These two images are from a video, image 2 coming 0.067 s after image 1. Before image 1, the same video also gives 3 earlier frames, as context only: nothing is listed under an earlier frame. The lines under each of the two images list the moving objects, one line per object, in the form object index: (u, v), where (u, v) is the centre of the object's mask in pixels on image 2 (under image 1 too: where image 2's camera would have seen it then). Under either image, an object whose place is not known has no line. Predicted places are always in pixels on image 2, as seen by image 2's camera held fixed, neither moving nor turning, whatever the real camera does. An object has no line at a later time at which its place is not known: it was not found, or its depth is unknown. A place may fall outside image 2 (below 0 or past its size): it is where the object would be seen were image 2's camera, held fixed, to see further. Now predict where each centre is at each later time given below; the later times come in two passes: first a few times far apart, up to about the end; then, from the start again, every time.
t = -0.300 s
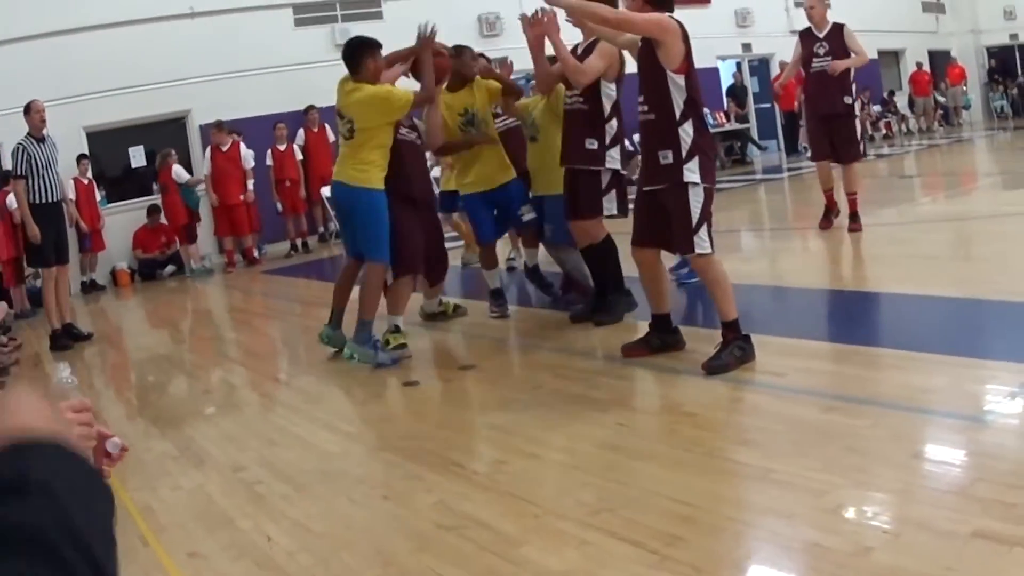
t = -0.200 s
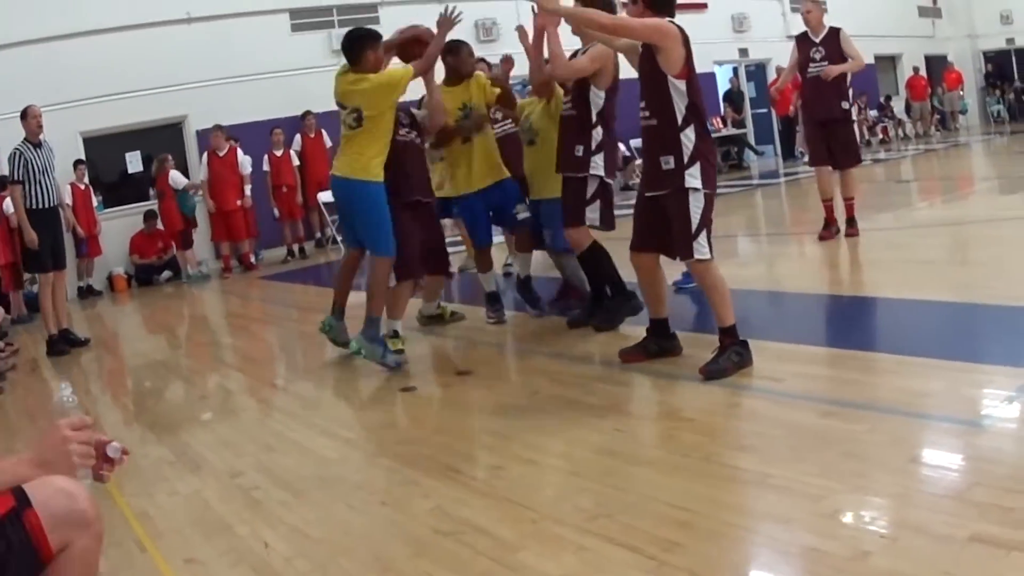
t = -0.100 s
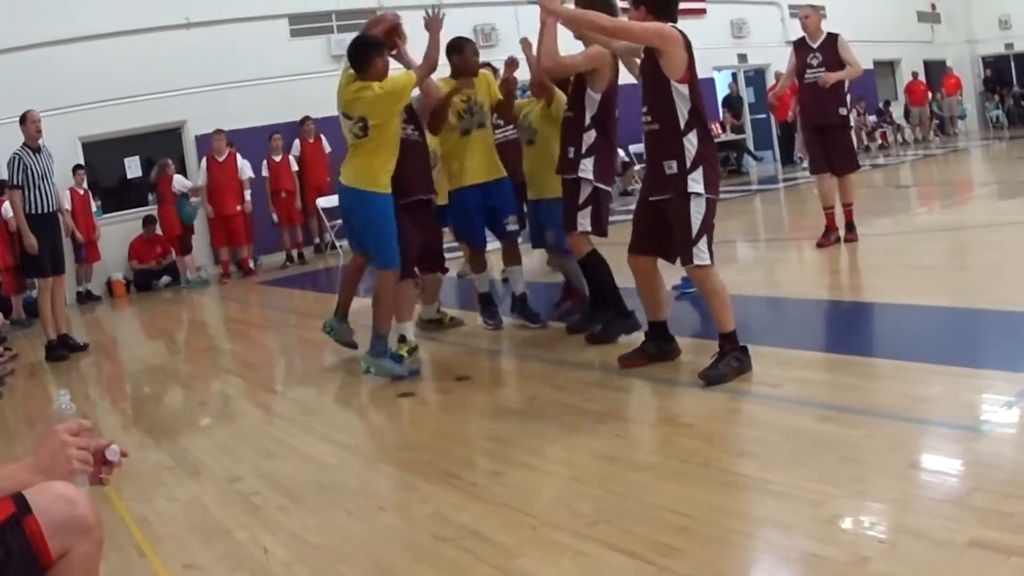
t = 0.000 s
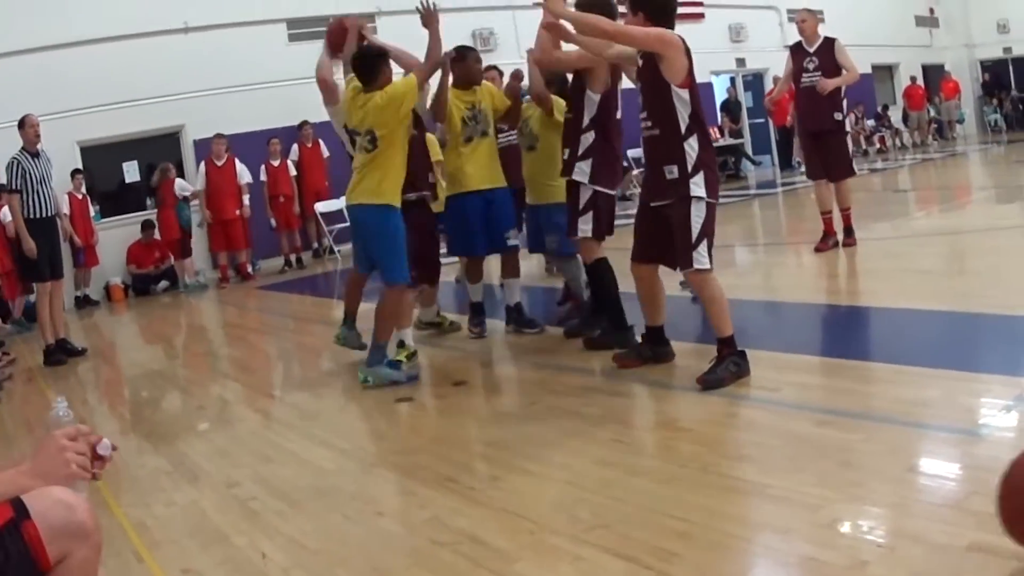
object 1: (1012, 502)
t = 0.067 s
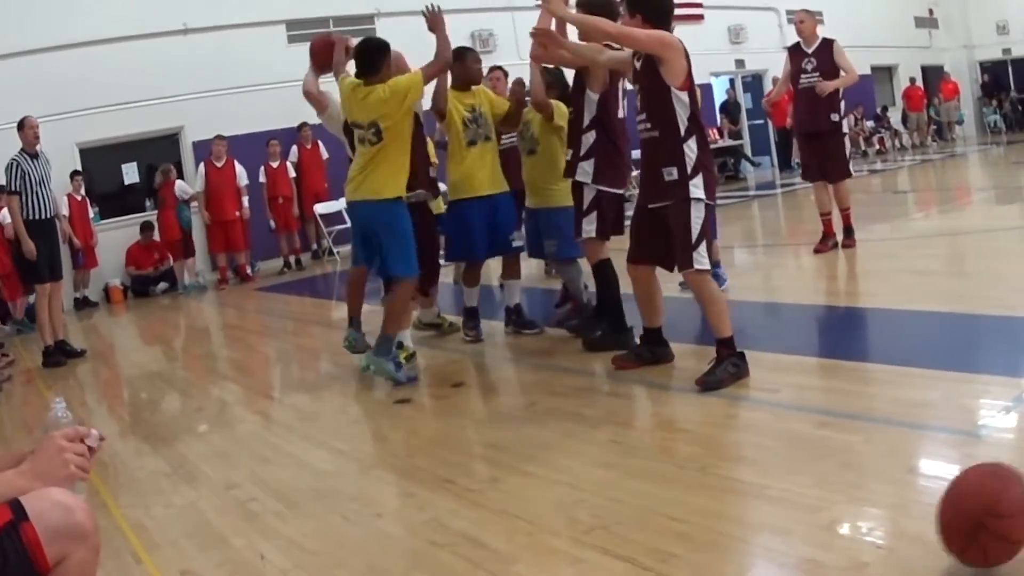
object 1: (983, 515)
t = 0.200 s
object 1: (877, 488)
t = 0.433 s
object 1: (706, 473)
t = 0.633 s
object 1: (585, 460)
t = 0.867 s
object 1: (471, 447)
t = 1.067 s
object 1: (394, 435)
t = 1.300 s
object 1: (321, 421)
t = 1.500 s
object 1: (270, 413)
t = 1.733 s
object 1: (221, 402)
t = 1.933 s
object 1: (185, 395)
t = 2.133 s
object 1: (155, 388)
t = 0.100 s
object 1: (959, 521)
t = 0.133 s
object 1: (931, 505)
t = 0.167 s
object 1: (904, 494)
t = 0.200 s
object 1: (877, 488)
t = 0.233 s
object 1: (851, 485)
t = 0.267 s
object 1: (825, 486)
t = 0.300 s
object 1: (801, 492)
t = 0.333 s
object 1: (776, 501)
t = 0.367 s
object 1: (752, 489)
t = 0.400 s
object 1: (728, 479)
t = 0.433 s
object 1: (706, 473)
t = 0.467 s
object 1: (685, 471)
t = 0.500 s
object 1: (663, 473)
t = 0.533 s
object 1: (644, 478)
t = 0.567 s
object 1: (624, 475)
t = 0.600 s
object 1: (604, 466)
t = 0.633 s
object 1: (585, 460)
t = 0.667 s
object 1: (567, 458)
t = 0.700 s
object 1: (550, 459)
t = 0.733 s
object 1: (534, 464)
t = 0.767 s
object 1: (517, 455)
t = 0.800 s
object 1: (500, 449)
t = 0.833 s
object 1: (485, 446)
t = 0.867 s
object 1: (471, 447)
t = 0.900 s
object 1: (457, 449)
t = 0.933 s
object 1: (443, 443)
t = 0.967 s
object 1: (430, 438)
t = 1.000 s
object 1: (418, 437)
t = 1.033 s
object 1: (406, 439)
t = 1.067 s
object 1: (394, 435)
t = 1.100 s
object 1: (382, 432)
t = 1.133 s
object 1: (371, 431)
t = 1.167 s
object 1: (360, 430)
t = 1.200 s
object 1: (350, 426)
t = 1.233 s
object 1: (340, 425)
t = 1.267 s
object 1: (330, 424)
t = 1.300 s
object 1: (321, 421)
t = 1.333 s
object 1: (312, 420)
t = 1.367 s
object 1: (303, 419)
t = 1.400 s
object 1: (294, 417)
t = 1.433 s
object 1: (286, 416)
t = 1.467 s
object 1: (277, 414)
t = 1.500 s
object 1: (270, 413)
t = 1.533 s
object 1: (262, 410)
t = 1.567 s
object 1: (255, 409)
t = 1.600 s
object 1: (247, 407)
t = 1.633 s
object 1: (241, 406)
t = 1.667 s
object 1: (234, 405)
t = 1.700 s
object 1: (227, 404)
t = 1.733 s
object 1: (221, 402)
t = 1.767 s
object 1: (215, 401)
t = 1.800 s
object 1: (208, 400)
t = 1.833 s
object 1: (202, 398)
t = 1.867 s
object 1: (197, 397)
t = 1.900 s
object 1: (191, 396)
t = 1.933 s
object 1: (185, 395)
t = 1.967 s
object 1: (180, 393)
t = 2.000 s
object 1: (175, 392)
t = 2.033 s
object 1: (170, 391)
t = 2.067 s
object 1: (165, 390)
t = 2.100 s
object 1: (160, 389)
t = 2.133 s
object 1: (155, 388)
